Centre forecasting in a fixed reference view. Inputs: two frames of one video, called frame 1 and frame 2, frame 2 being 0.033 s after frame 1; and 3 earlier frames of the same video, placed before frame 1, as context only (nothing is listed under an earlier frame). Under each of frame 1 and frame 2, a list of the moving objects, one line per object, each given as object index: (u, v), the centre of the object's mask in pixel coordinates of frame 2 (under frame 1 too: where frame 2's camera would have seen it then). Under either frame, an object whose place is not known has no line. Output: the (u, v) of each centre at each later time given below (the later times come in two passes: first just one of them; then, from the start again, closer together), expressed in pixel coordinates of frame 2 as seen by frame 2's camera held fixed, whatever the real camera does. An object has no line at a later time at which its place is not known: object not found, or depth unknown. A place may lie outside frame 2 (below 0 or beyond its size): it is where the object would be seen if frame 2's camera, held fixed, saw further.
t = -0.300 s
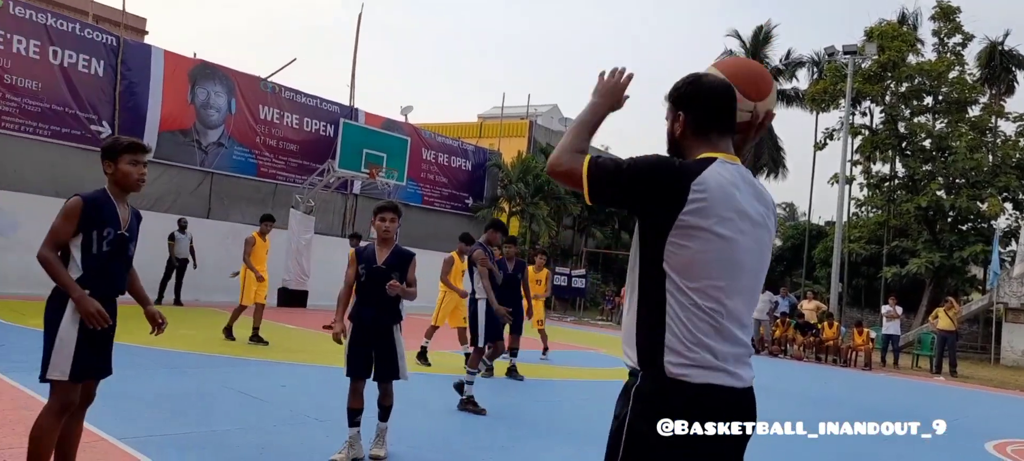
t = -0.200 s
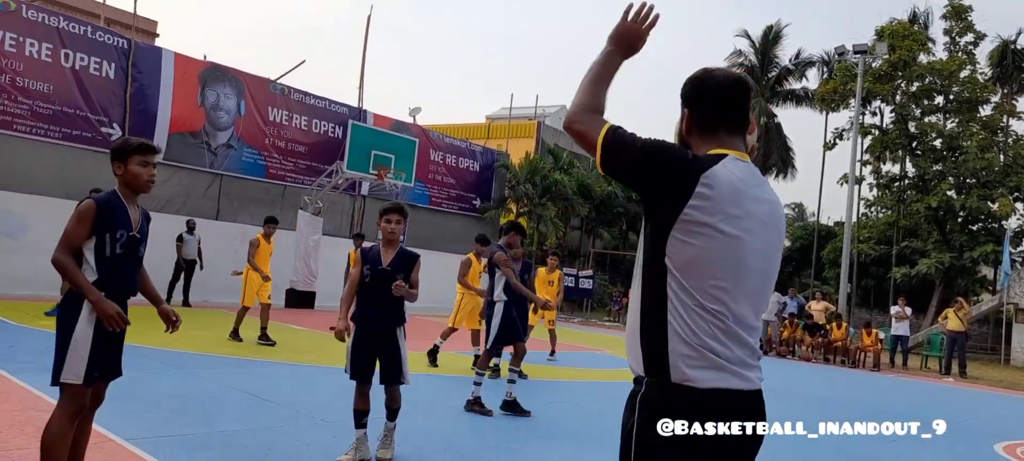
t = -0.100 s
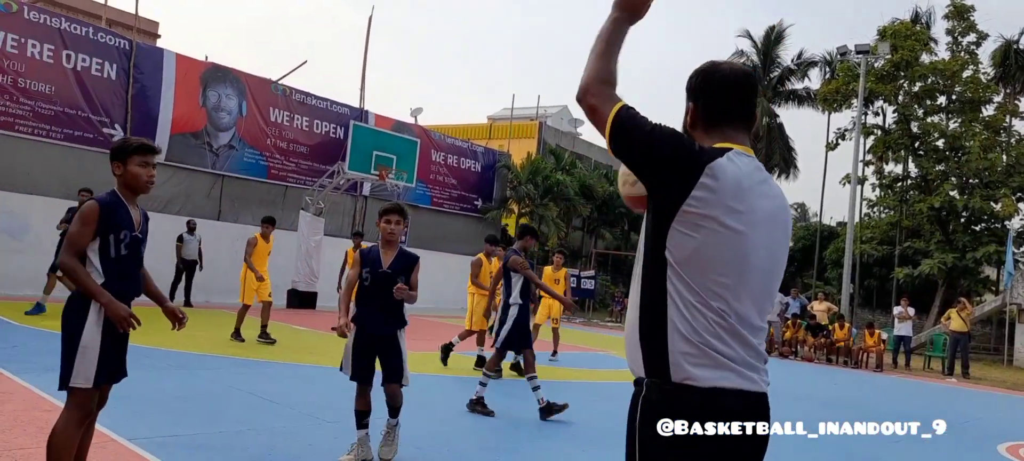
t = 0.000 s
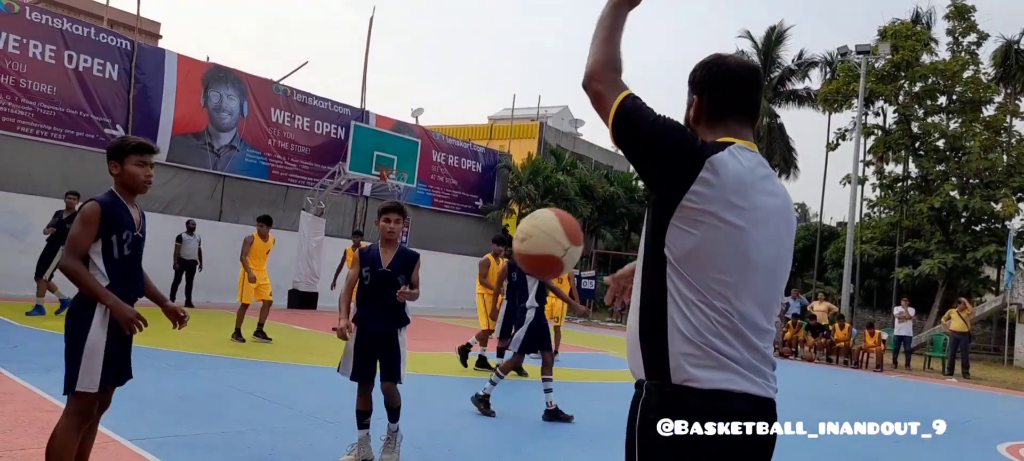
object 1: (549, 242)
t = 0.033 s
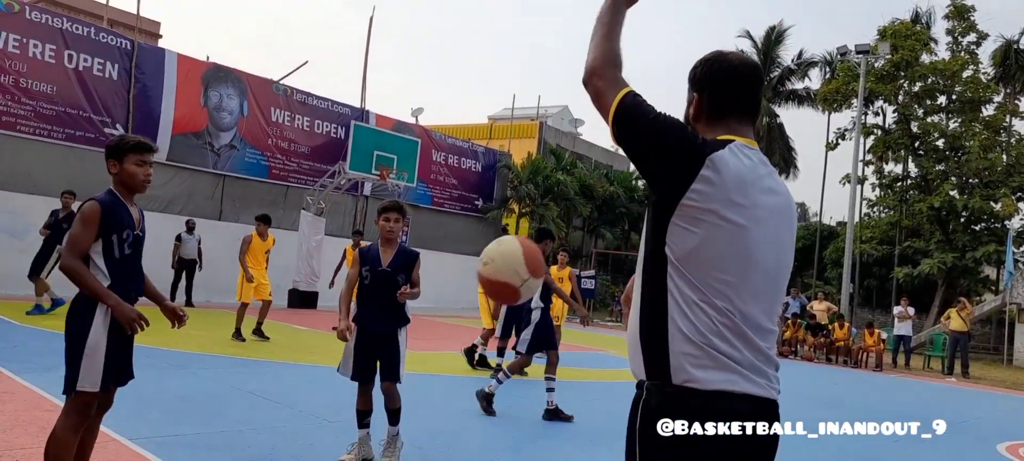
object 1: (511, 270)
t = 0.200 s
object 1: (345, 429)
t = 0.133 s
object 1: (406, 362)
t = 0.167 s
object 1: (376, 394)
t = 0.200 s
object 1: (345, 429)
